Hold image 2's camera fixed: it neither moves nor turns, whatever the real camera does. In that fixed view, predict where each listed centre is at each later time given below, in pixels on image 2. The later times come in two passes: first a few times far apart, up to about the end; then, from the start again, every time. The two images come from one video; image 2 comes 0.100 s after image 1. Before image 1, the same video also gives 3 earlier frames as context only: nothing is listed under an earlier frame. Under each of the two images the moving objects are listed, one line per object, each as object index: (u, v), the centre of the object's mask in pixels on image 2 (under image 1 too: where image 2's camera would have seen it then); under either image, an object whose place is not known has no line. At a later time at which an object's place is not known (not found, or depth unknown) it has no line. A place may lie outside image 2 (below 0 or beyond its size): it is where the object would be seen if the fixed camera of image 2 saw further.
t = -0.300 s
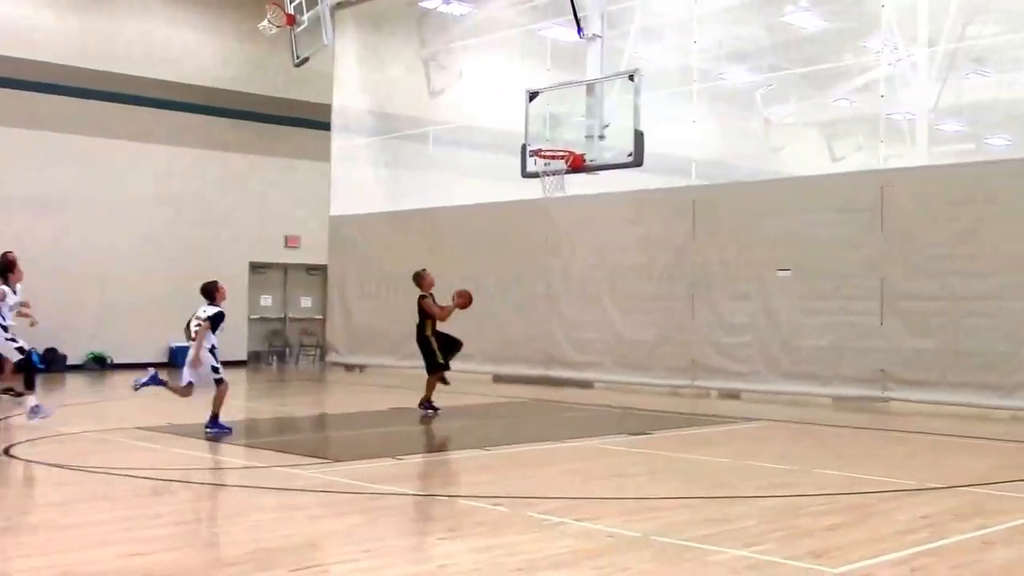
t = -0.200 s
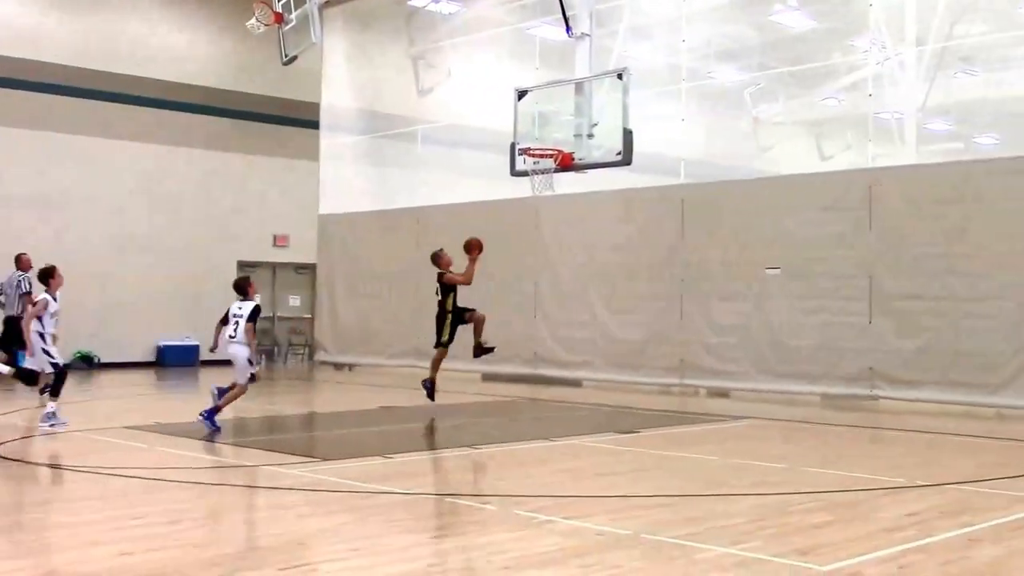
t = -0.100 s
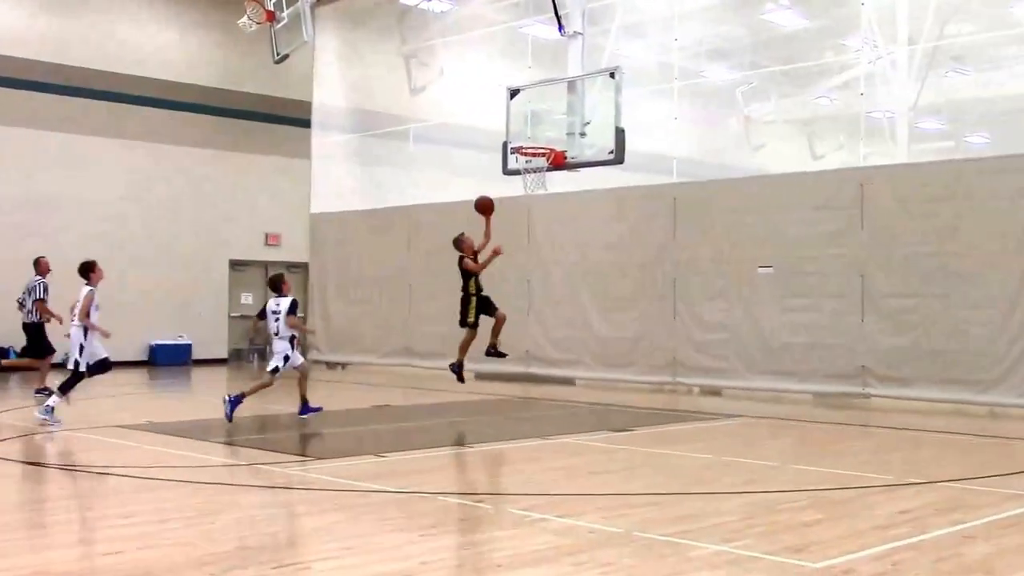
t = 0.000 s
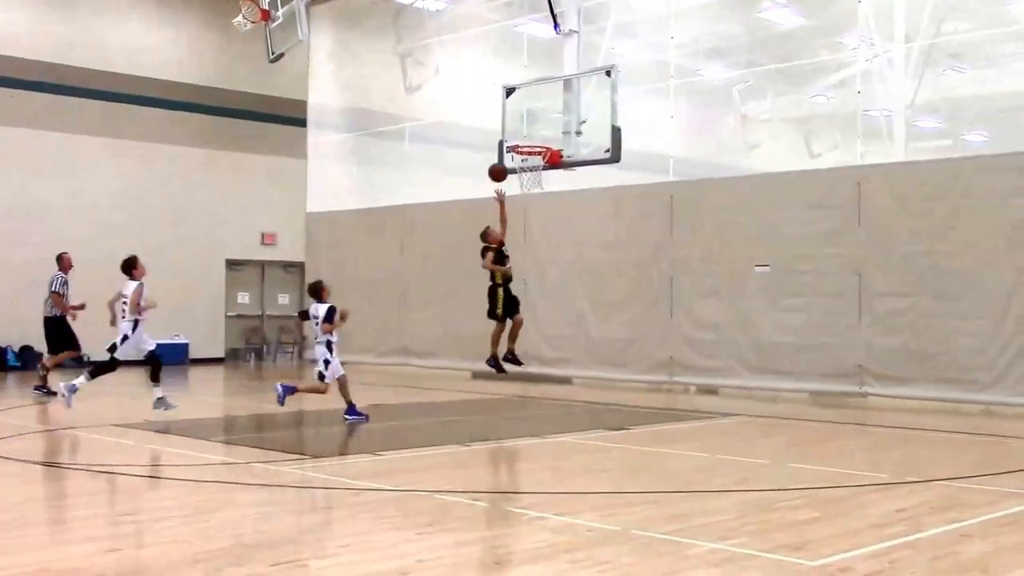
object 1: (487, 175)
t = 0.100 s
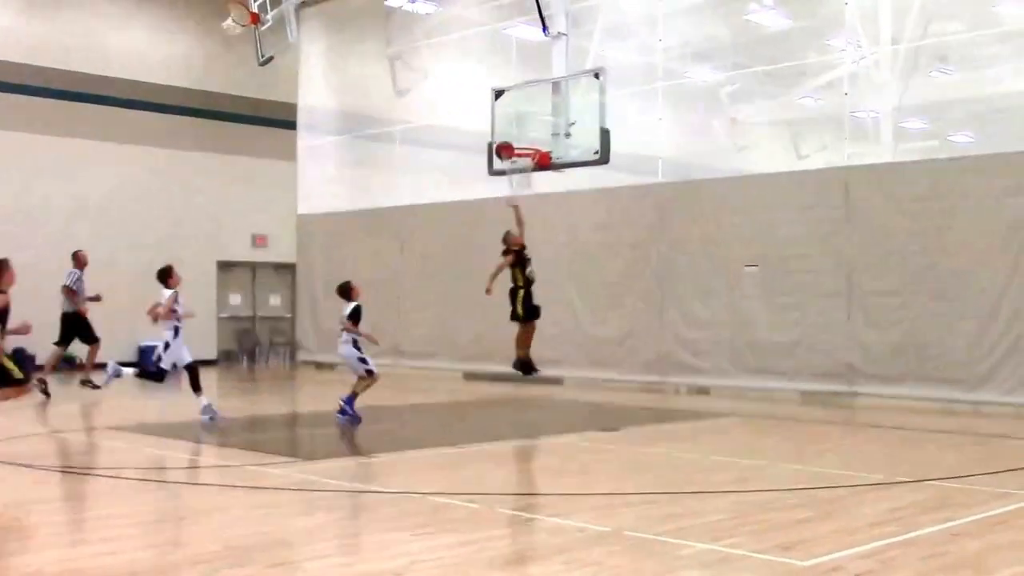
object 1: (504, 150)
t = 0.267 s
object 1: (522, 129)
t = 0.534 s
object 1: (519, 144)
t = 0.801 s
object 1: (511, 205)
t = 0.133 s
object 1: (510, 144)
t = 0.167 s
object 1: (516, 139)
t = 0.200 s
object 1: (522, 135)
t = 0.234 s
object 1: (522, 131)
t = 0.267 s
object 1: (522, 129)
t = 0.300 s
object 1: (521, 128)
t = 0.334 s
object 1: (521, 127)
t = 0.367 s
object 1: (521, 128)
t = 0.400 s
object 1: (520, 129)
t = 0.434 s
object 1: (520, 131)
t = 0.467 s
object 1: (520, 133)
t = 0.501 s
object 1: (519, 139)
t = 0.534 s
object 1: (519, 144)
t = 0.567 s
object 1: (518, 150)
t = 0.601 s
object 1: (517, 156)
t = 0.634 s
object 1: (516, 163)
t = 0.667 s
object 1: (515, 170)
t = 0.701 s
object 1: (513, 178)
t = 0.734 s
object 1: (512, 187)
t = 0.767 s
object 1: (511, 194)
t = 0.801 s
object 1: (511, 205)
